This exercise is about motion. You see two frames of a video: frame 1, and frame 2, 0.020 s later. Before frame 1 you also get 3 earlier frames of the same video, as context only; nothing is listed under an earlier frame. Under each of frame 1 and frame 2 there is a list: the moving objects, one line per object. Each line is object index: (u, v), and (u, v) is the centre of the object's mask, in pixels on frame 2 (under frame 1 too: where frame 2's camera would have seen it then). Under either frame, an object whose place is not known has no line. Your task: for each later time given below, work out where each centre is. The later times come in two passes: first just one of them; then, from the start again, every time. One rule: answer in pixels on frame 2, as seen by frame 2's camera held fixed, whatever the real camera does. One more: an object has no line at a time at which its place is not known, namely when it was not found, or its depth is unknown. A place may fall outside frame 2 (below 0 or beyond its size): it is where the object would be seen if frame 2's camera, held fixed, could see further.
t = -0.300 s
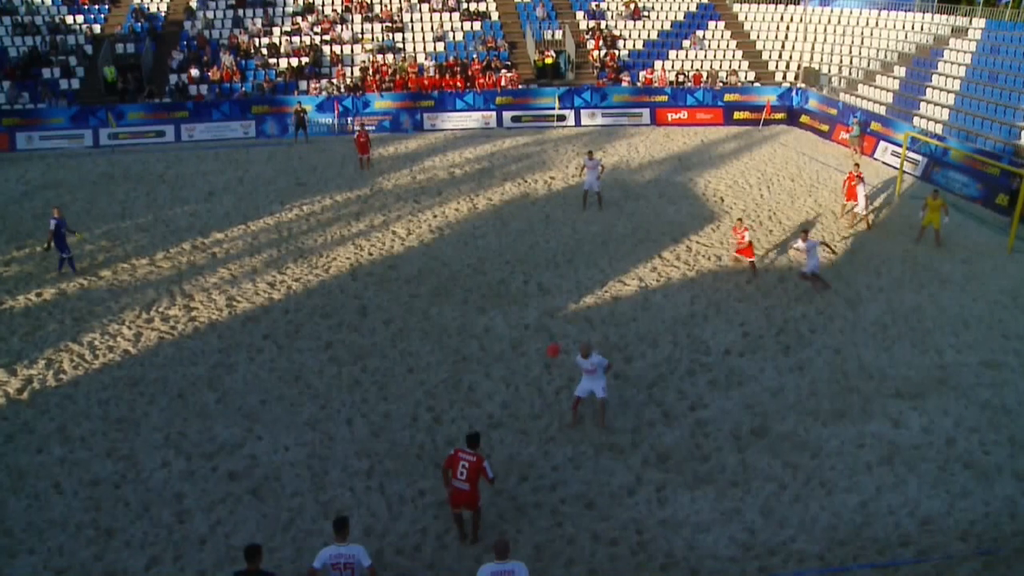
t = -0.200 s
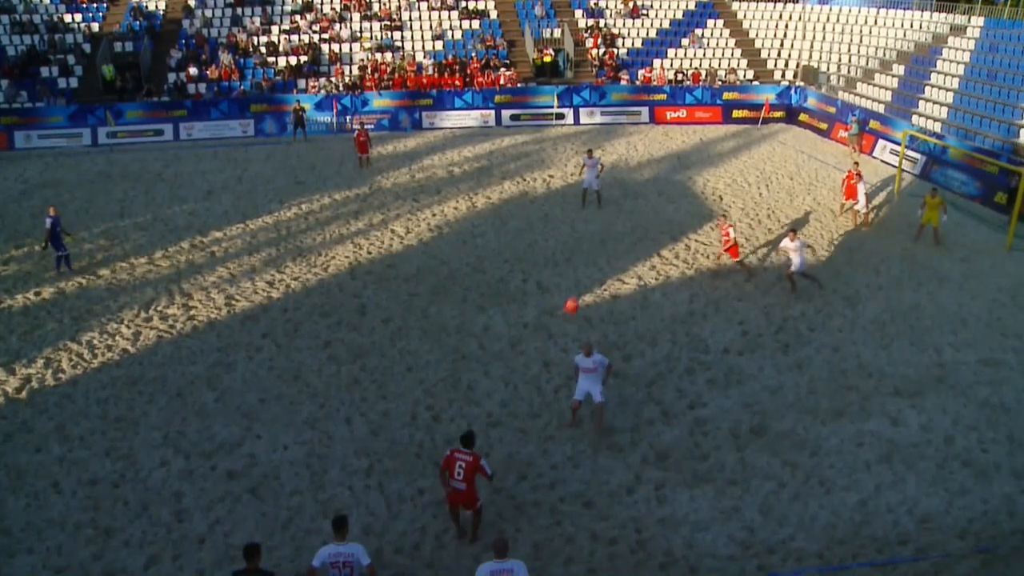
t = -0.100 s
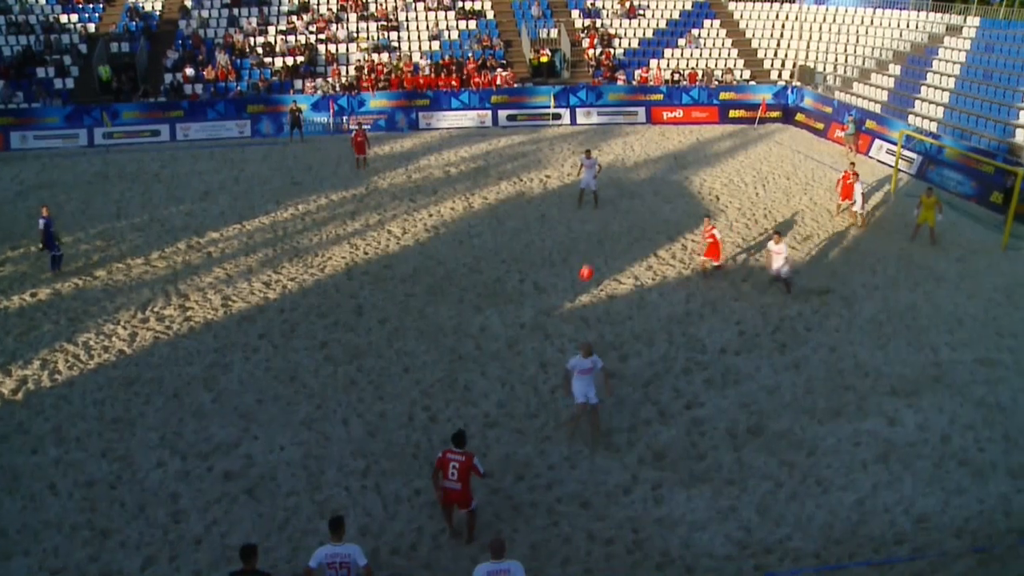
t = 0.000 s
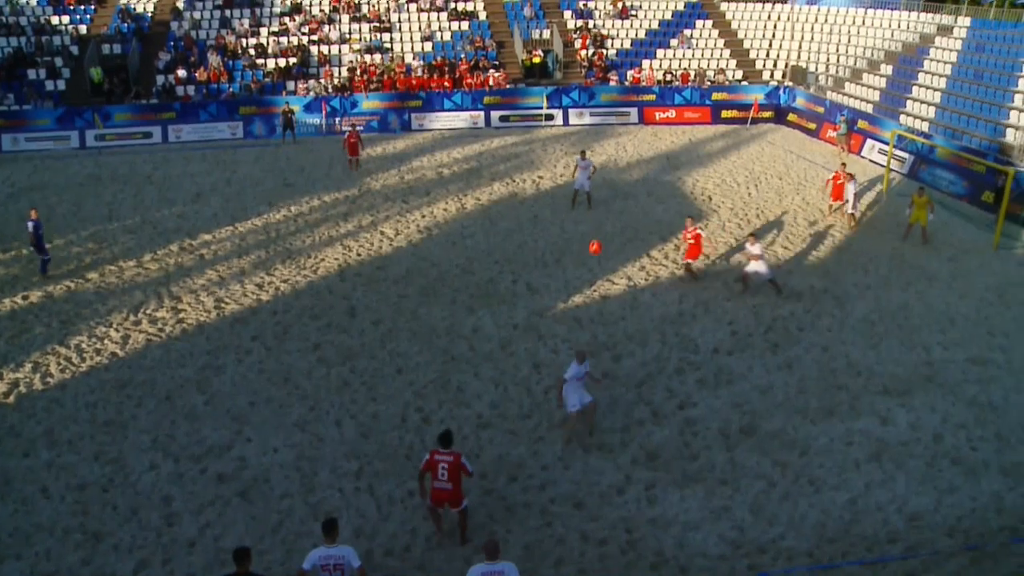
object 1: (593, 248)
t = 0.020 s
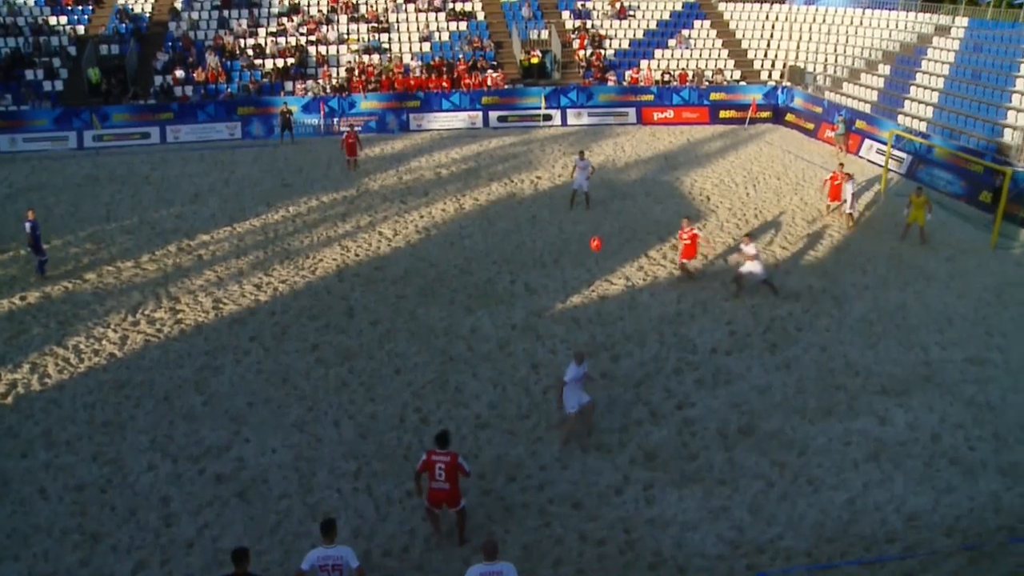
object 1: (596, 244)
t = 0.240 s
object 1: (623, 215)
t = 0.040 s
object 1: (599, 240)
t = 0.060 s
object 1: (602, 236)
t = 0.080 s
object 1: (604, 233)
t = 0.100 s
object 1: (607, 230)
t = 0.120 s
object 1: (609, 226)
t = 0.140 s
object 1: (612, 224)
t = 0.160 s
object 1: (614, 222)
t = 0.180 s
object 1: (616, 219)
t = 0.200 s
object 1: (619, 218)
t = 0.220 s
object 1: (621, 217)
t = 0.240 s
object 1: (623, 215)
